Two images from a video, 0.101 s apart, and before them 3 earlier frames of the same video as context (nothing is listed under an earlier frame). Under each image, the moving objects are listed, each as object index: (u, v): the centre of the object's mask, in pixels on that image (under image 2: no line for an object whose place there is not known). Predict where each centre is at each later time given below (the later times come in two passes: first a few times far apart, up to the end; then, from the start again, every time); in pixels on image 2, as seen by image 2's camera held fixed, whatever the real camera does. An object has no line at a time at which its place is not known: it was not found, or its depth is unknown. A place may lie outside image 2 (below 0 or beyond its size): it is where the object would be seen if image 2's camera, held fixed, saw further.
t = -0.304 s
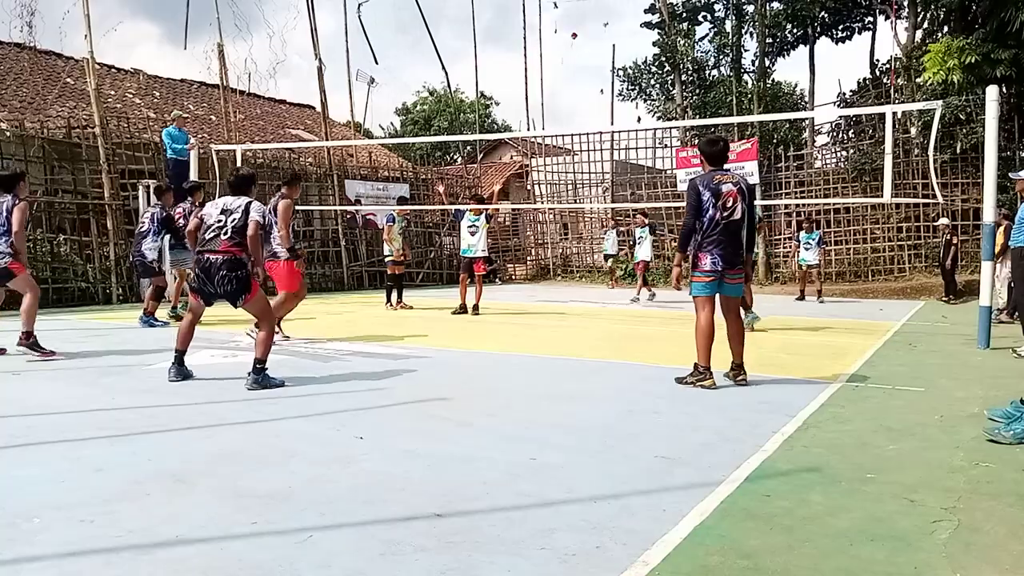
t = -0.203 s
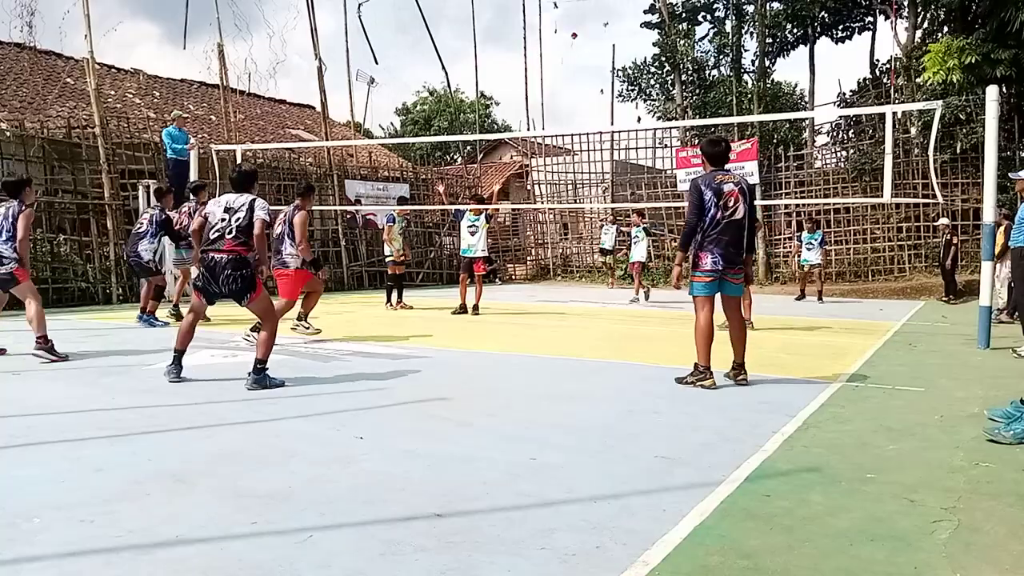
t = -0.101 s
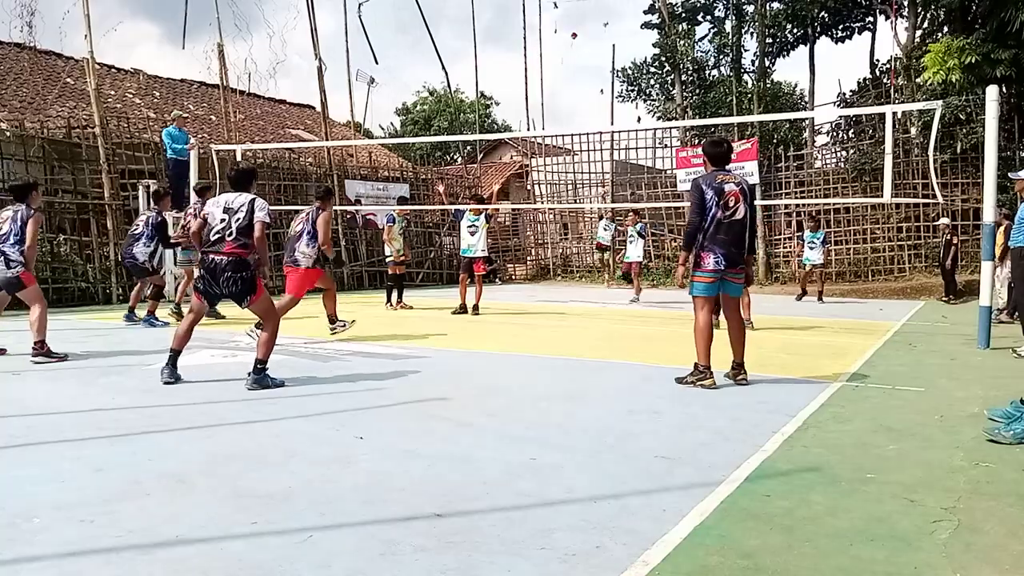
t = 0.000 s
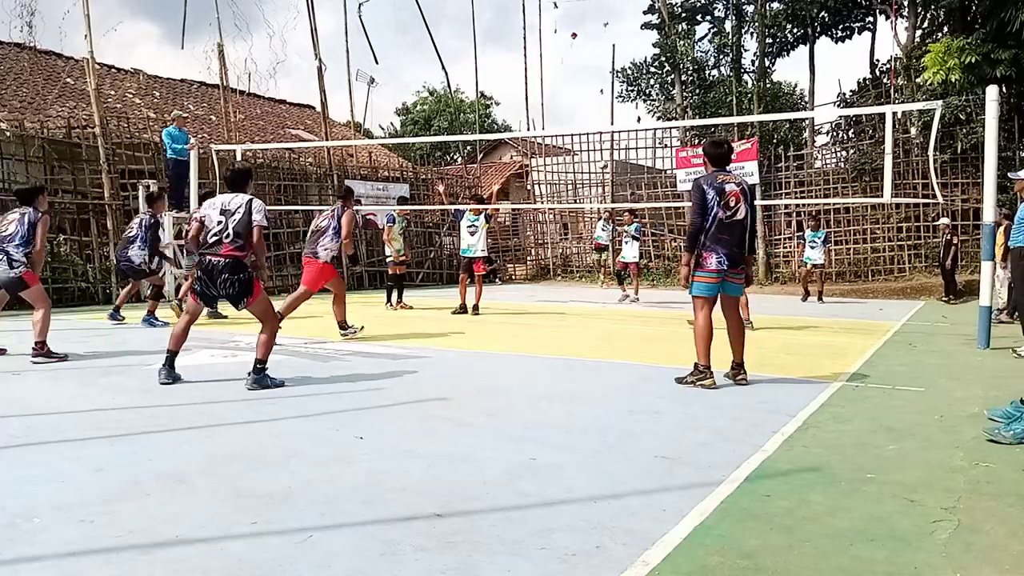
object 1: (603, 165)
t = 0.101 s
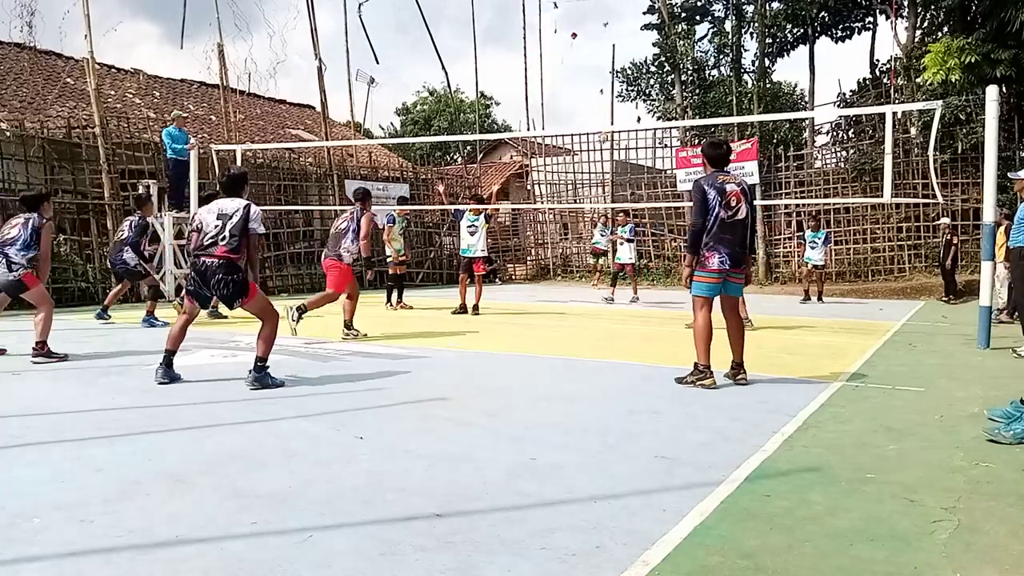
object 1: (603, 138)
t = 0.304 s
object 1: (603, 88)
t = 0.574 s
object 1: (601, 33)
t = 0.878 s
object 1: (595, 11)
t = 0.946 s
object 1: (592, 18)
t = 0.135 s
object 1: (604, 126)
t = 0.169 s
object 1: (603, 120)
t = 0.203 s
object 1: (603, 112)
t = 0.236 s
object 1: (603, 104)
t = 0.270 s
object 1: (602, 95)
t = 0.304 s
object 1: (603, 88)
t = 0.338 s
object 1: (602, 81)
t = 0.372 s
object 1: (602, 73)
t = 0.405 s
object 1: (602, 65)
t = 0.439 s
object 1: (602, 58)
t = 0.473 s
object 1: (602, 52)
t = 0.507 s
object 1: (601, 46)
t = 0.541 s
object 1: (601, 40)
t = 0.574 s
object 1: (601, 33)
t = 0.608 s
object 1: (600, 28)
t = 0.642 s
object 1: (599, 23)
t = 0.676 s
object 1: (599, 20)
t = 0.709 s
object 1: (598, 17)
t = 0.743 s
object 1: (597, 14)
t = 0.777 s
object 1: (596, 11)
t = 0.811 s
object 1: (596, 10)
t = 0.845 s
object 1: (595, 11)
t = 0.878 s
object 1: (595, 11)
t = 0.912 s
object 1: (593, 14)
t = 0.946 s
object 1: (592, 18)
